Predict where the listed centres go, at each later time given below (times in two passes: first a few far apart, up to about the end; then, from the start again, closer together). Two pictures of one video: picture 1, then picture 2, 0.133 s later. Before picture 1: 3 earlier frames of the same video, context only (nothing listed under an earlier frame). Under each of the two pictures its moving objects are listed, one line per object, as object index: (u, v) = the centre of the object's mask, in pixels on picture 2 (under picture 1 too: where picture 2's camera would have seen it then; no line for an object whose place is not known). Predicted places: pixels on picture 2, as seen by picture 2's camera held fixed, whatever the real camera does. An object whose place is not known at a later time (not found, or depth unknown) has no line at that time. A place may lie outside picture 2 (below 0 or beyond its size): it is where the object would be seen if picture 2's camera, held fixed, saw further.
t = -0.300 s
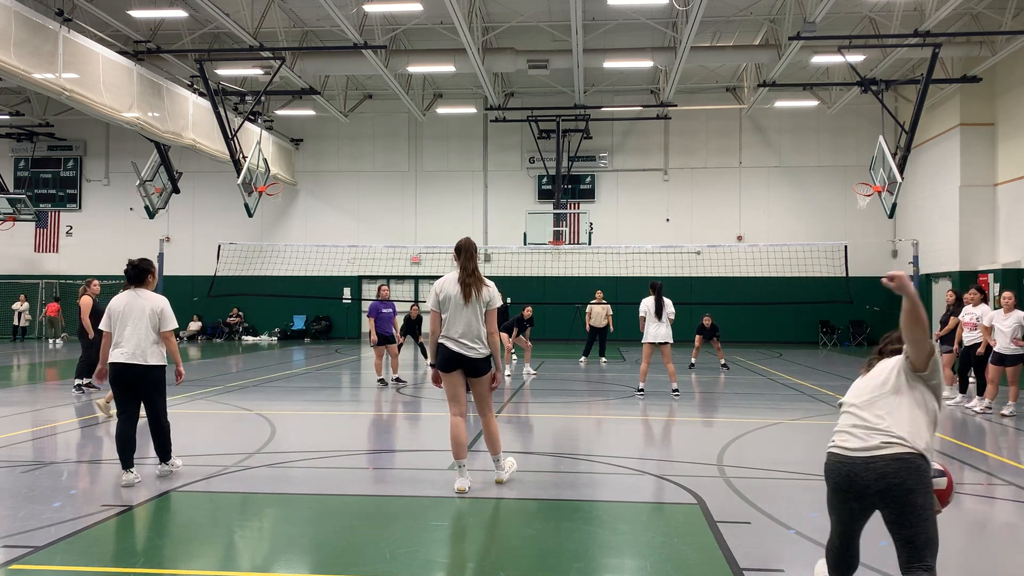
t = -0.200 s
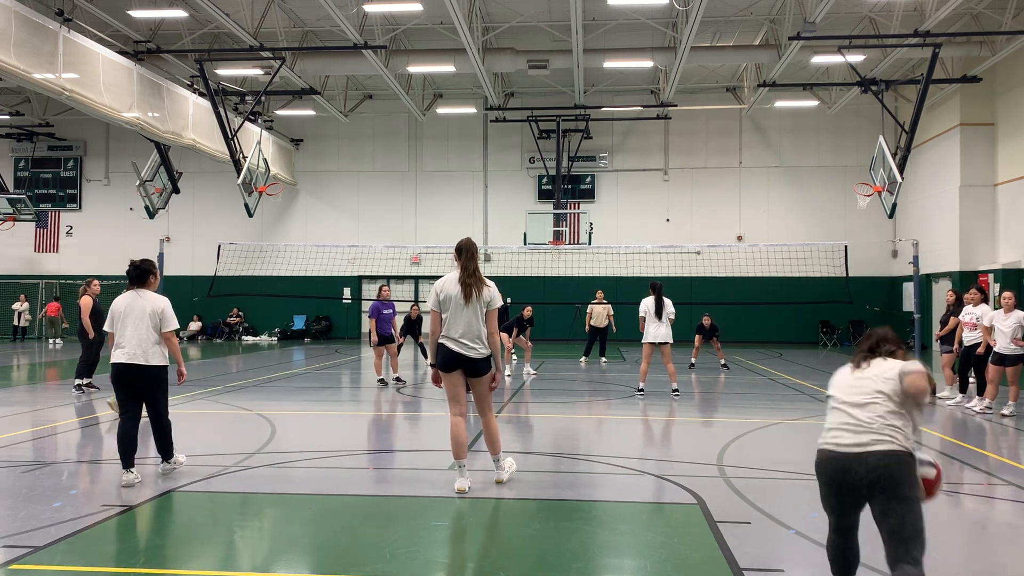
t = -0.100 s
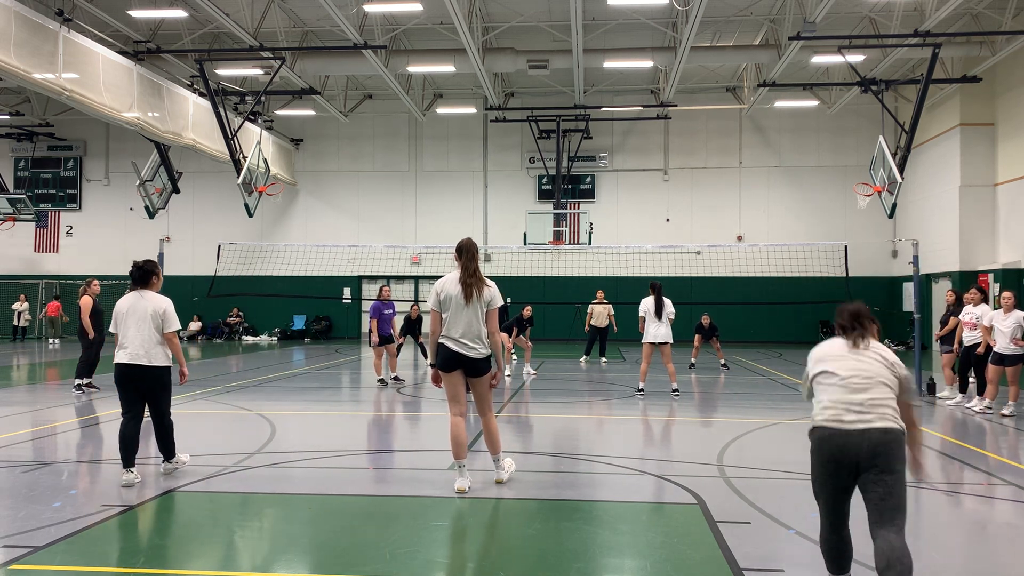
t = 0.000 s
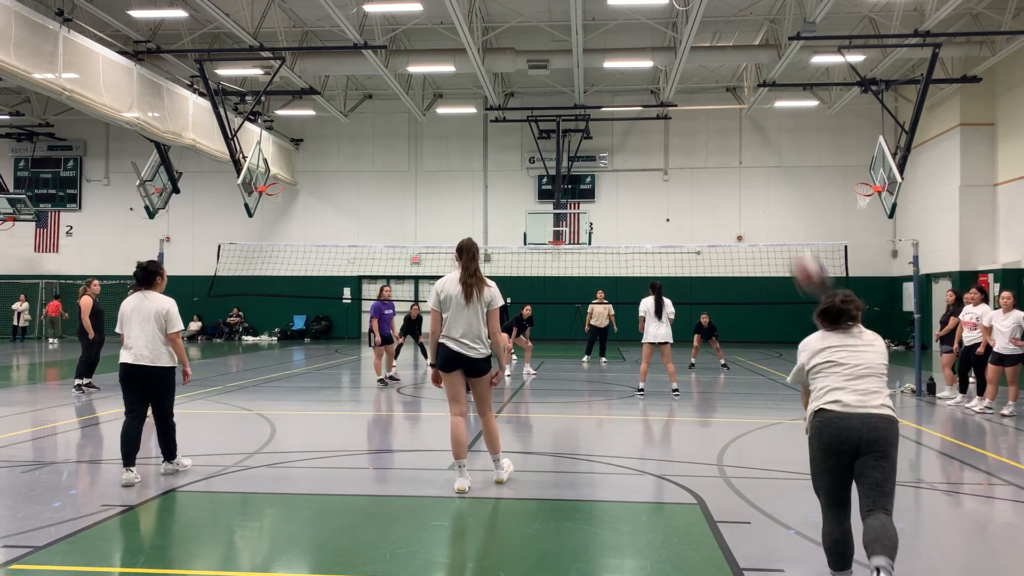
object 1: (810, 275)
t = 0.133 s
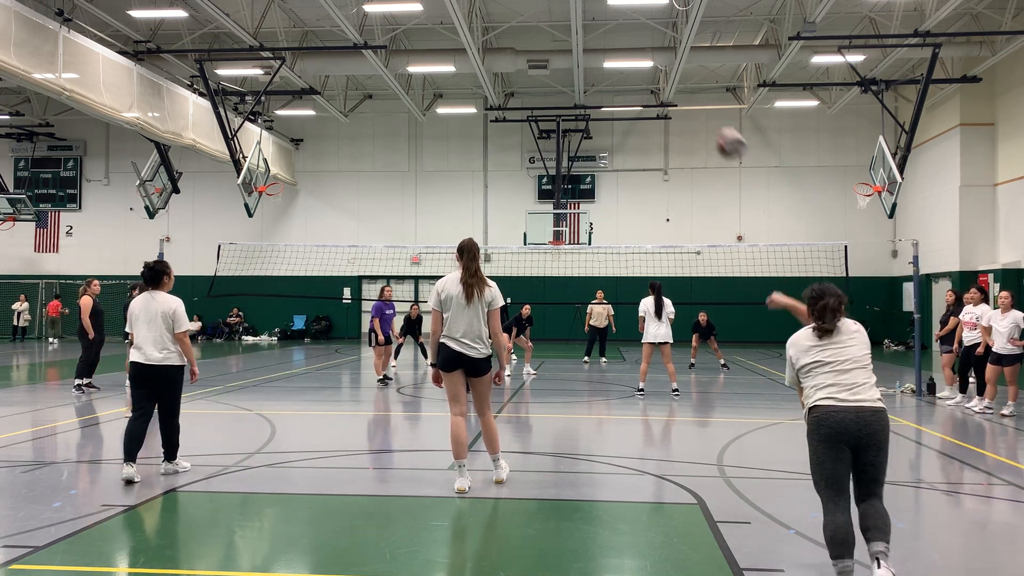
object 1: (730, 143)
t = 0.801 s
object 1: (590, 85)
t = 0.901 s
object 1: (583, 106)
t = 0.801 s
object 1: (590, 85)
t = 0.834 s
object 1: (588, 92)
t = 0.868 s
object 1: (586, 98)
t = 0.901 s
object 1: (583, 106)
